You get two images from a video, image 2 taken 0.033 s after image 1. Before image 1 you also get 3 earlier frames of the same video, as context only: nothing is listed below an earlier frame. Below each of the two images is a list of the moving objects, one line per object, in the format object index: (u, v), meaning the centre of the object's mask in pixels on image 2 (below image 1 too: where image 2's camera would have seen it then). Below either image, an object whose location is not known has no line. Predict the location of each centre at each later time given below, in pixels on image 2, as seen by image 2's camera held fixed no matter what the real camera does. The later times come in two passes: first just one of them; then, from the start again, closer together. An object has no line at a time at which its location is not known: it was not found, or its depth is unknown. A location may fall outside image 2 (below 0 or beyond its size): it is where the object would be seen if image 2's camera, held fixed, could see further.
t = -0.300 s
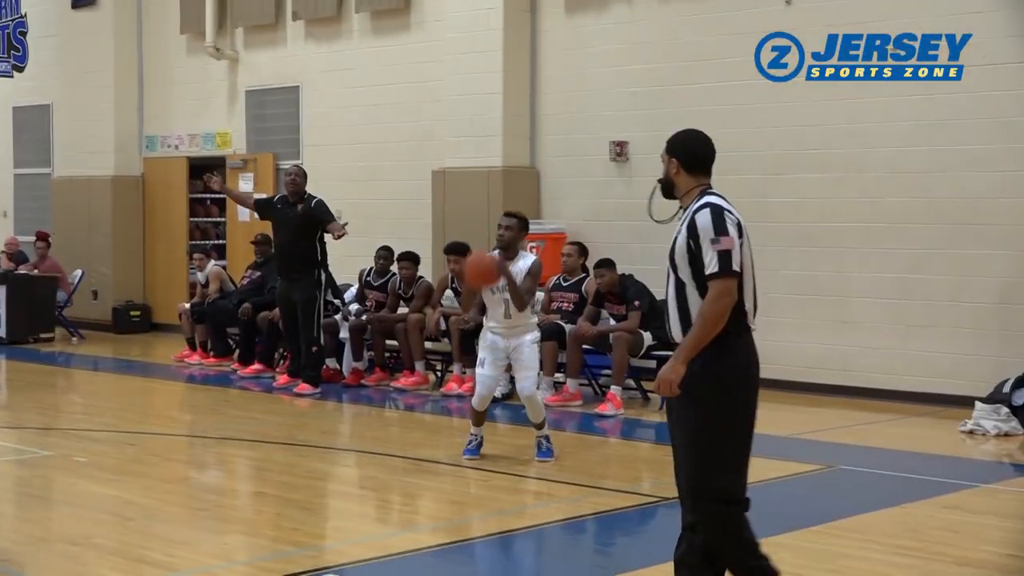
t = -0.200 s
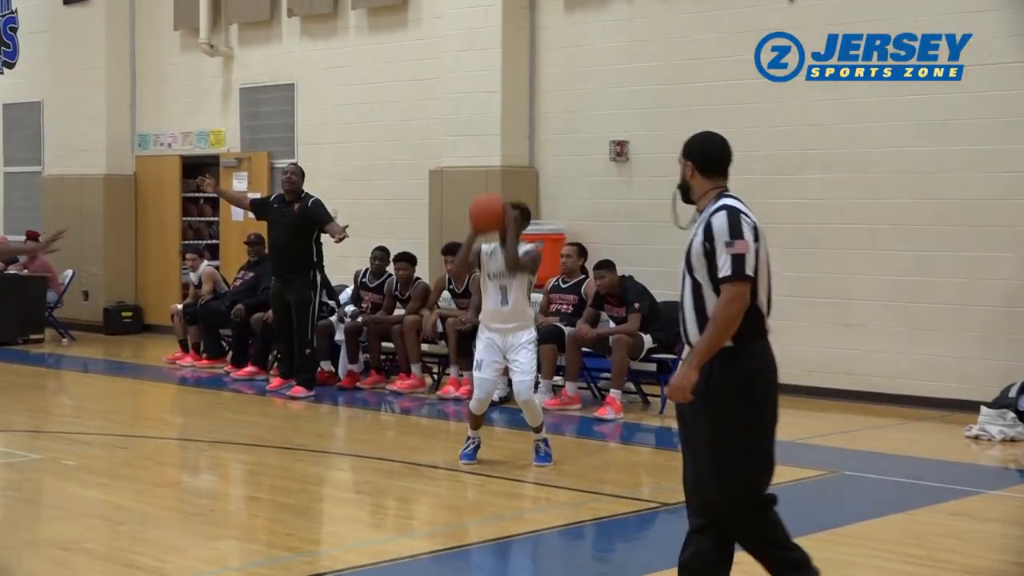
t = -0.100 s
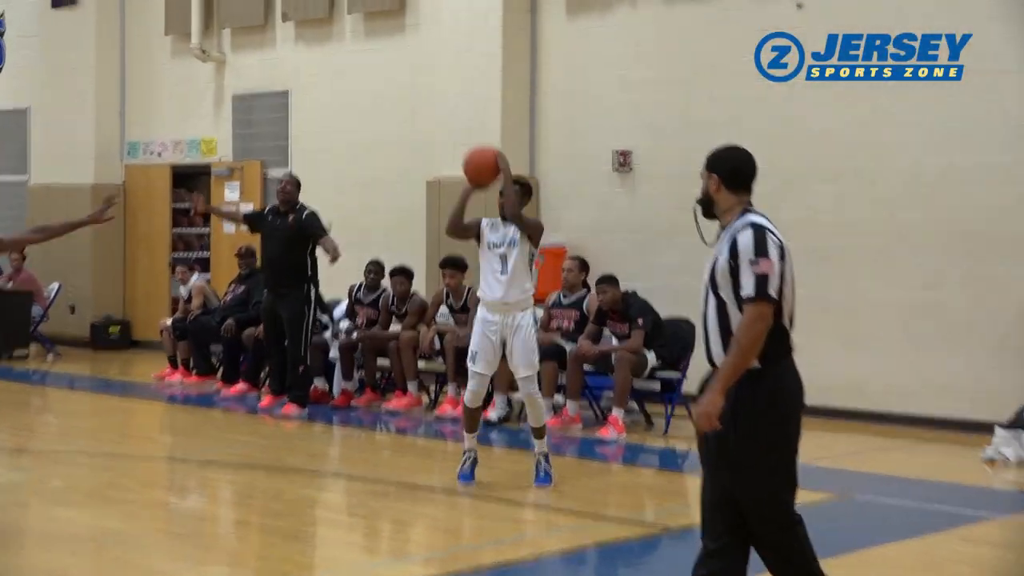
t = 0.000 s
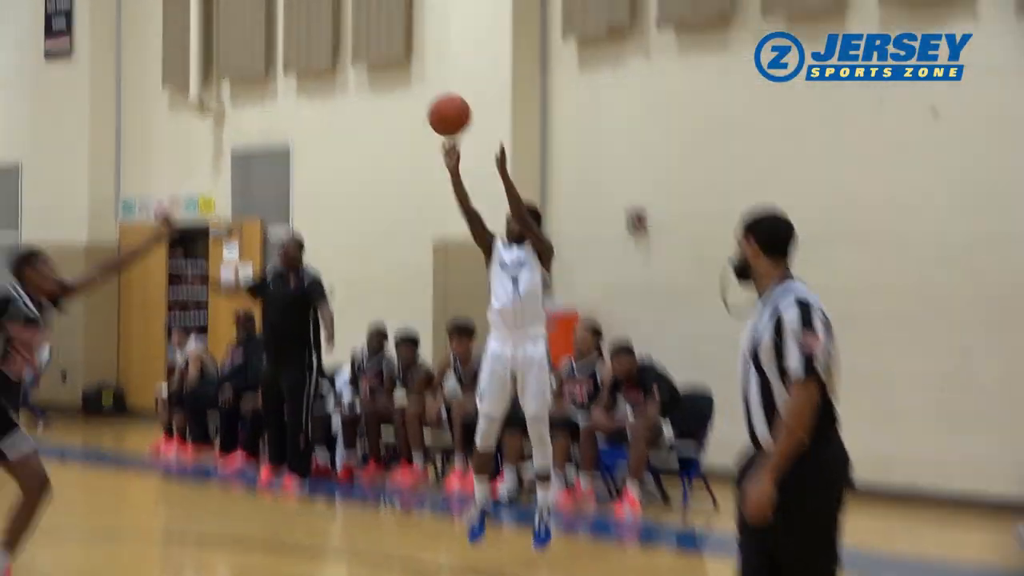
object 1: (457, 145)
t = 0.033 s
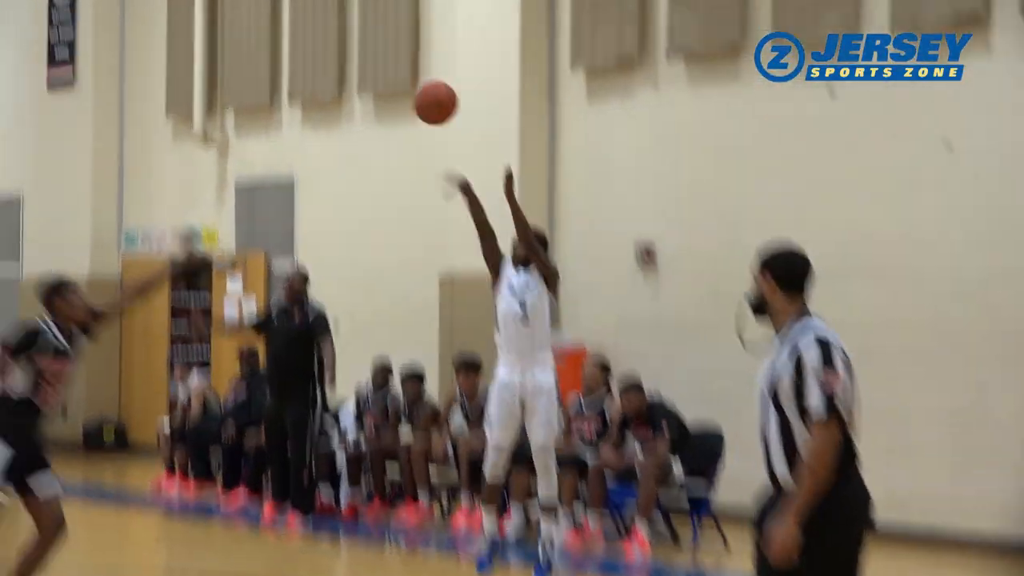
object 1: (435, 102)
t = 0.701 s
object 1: (-121, -501)
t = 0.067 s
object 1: (414, 60)
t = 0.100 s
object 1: (391, 18)
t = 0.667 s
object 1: (-83, -484)
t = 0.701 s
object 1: (-121, -501)
